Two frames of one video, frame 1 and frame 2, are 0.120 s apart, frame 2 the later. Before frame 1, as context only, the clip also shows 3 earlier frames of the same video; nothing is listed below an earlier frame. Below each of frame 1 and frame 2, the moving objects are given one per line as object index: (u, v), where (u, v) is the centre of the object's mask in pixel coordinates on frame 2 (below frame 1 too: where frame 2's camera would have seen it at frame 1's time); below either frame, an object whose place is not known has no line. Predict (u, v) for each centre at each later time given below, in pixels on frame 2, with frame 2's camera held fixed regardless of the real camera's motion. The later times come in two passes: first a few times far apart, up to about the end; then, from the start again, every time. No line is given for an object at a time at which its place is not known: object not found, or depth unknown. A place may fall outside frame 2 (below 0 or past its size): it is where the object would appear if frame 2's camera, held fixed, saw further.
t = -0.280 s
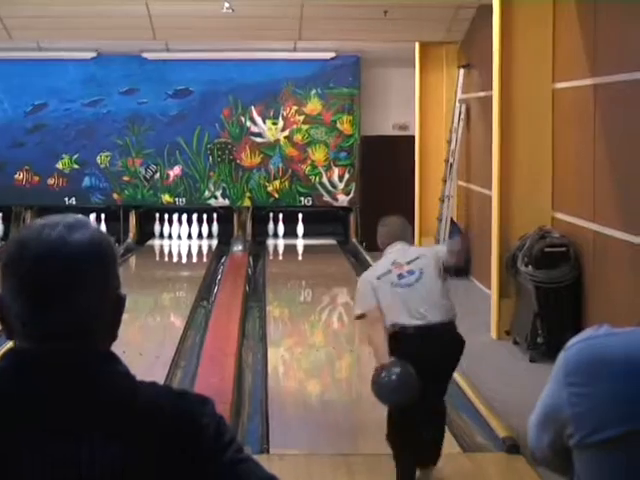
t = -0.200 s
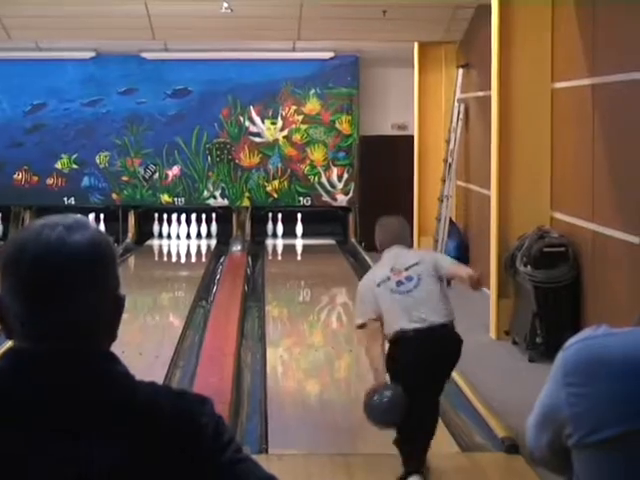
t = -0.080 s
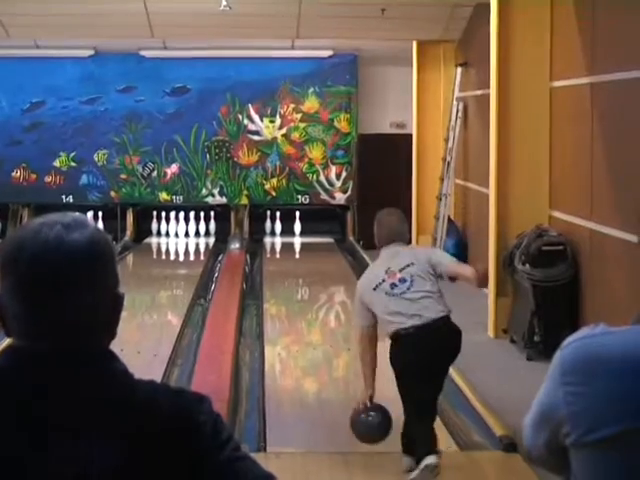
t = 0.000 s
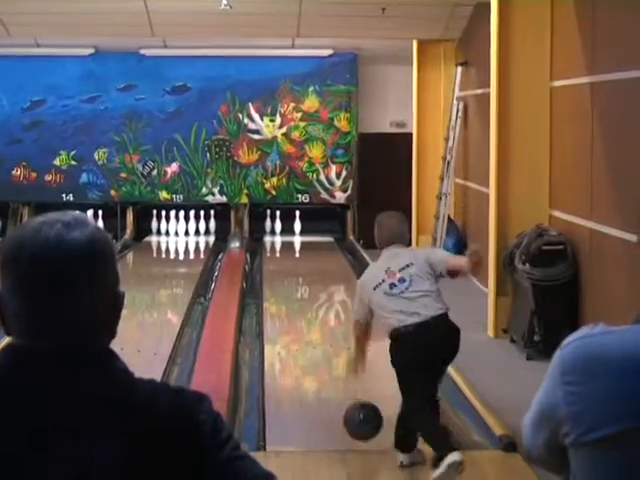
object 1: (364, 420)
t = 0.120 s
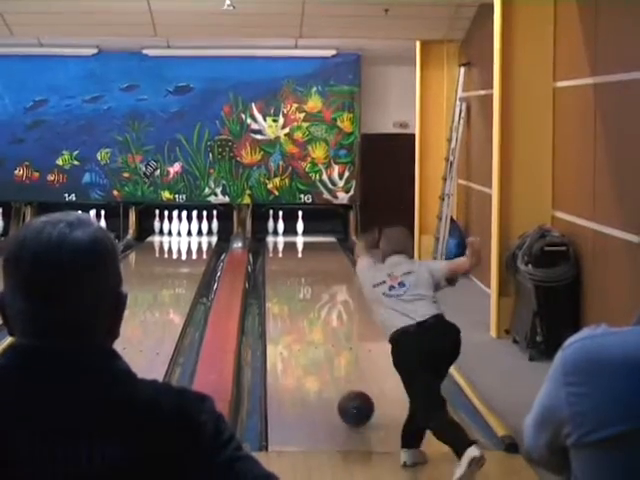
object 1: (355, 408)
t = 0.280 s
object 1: (346, 382)
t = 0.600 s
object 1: (331, 339)
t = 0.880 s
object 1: (322, 311)
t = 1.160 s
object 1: (316, 290)
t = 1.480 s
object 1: (309, 272)
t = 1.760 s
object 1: (305, 259)
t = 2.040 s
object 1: (302, 248)
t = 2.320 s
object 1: (299, 241)
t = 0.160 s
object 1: (353, 403)
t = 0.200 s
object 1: (350, 396)
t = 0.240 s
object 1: (348, 389)
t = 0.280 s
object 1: (346, 382)
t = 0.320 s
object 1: (344, 376)
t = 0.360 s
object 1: (342, 370)
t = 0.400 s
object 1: (340, 364)
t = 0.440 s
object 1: (338, 359)
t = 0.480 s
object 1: (336, 353)
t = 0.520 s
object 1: (334, 348)
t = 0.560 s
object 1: (333, 344)
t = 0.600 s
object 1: (331, 339)
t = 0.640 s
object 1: (330, 335)
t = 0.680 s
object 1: (329, 330)
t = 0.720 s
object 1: (327, 326)
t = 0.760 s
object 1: (326, 322)
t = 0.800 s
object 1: (325, 318)
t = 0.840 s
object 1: (323, 315)
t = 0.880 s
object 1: (322, 311)
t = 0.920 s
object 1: (321, 308)
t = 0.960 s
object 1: (320, 305)
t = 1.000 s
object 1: (319, 302)
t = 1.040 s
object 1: (318, 299)
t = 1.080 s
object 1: (317, 296)
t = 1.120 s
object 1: (316, 293)
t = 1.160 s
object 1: (316, 290)
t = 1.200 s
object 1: (315, 288)
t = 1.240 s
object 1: (314, 286)
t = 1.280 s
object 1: (313, 283)
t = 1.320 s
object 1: (313, 281)
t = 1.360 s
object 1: (312, 279)
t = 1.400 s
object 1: (311, 276)
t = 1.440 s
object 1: (310, 274)
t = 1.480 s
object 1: (309, 272)
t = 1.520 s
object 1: (309, 270)
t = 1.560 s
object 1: (308, 268)
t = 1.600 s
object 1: (304, 265)
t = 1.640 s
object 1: (307, 264)
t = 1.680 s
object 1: (307, 262)
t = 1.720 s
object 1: (306, 260)
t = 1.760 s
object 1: (305, 259)
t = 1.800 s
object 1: (304, 256)
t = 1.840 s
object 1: (303, 254)
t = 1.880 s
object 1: (303, 253)
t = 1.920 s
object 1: (302, 252)
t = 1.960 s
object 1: (302, 250)
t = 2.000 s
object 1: (302, 249)
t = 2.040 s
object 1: (302, 248)
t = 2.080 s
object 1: (301, 247)
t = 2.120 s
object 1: (300, 245)
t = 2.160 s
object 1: (300, 244)
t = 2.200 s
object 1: (300, 243)
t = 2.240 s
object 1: (300, 242)
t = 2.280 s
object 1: (300, 242)
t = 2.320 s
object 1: (299, 241)
